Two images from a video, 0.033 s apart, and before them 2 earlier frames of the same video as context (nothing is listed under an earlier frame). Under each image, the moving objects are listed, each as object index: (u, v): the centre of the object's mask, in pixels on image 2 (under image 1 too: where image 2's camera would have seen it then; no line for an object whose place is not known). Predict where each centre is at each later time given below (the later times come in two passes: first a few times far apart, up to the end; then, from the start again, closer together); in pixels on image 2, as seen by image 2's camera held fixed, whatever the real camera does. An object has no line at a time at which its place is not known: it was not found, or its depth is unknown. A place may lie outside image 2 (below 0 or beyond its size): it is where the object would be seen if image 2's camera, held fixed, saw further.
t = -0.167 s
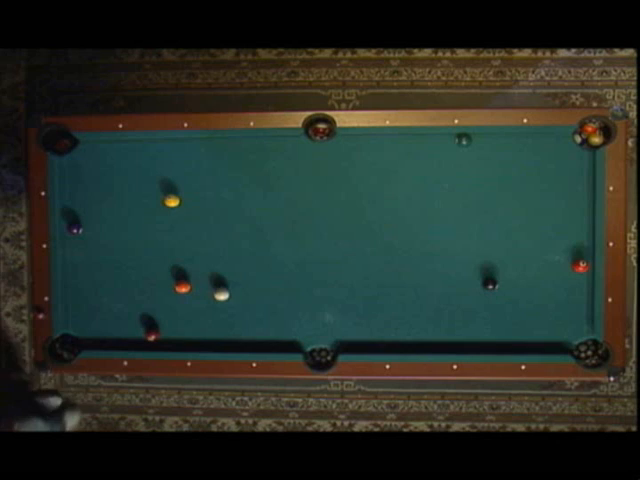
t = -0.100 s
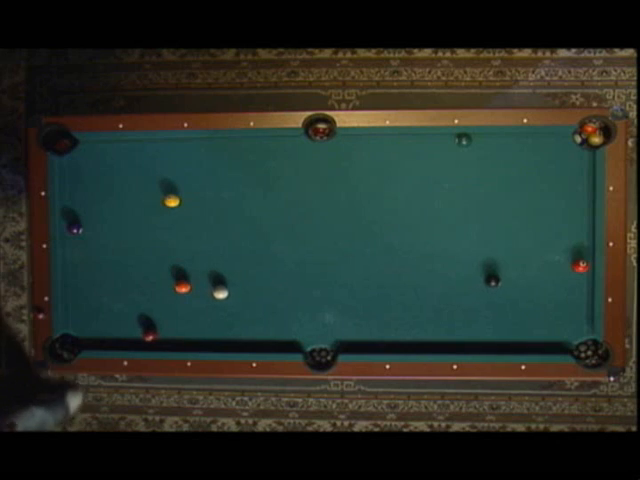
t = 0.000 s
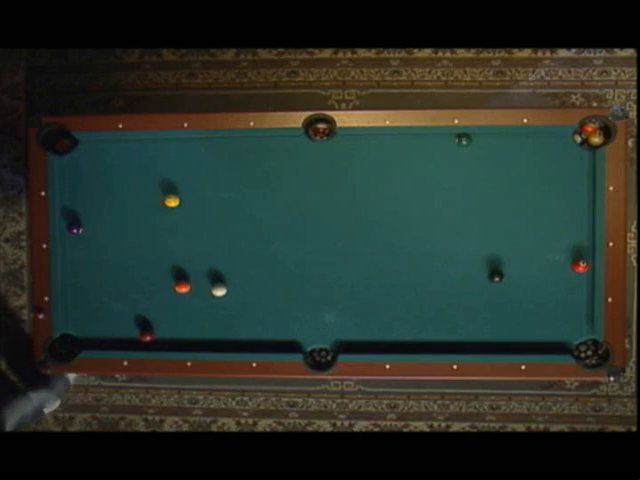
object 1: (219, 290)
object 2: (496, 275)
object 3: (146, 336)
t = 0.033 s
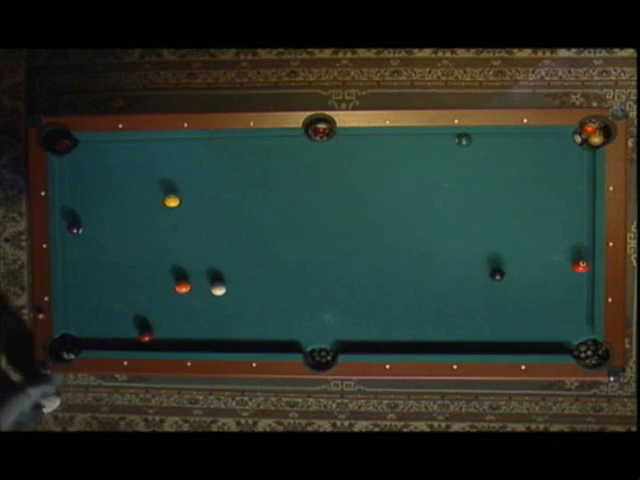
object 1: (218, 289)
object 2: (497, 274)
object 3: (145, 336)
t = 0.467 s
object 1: (211, 280)
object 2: (509, 255)
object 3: (133, 340)
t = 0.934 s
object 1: (205, 275)
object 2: (517, 237)
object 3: (123, 345)
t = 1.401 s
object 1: (200, 272)
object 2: (521, 220)
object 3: (115, 344)
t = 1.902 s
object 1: (199, 272)
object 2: (522, 206)
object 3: (113, 345)
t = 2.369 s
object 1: (199, 272)
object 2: (520, 194)
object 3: (113, 346)
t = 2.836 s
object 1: (200, 272)
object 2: (516, 185)
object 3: (113, 345)
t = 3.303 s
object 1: (199, 272)
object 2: (513, 178)
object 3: (112, 345)
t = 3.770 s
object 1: (199, 272)
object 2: (510, 172)
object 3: (113, 345)
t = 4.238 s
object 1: (199, 272)
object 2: (508, 169)
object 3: (113, 344)
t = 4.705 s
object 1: (199, 272)
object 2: (508, 168)
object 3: (113, 344)
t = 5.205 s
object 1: (199, 272)
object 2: (507, 168)
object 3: (113, 344)
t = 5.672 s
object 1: (199, 272)
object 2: (507, 168)
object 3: (113, 344)
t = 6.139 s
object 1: (199, 272)
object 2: (507, 168)
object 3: (113, 345)
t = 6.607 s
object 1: (199, 272)
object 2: (507, 168)
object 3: (113, 344)
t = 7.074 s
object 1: (199, 272)
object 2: (507, 168)
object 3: (113, 344)
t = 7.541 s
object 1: (199, 272)
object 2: (507, 168)
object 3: (113, 344)
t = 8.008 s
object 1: (200, 272)
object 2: (507, 168)
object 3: (113, 345)
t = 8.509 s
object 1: (200, 272)
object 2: (507, 168)
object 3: (113, 345)
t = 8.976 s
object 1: (199, 272)
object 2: (507, 168)
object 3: (113, 345)
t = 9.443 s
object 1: (200, 272)
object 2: (507, 168)
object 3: (113, 345)
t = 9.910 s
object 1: (200, 272)
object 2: (507, 168)
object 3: (113, 345)
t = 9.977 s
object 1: (200, 272)
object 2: (507, 168)
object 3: (113, 345)
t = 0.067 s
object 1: (218, 288)
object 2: (498, 272)
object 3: (144, 336)
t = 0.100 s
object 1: (217, 287)
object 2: (499, 271)
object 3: (143, 336)
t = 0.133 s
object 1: (217, 287)
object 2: (500, 269)
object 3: (142, 336)
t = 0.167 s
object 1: (216, 286)
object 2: (501, 268)
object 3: (141, 337)
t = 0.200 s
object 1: (216, 285)
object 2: (502, 267)
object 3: (140, 337)
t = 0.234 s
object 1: (215, 284)
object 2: (503, 265)
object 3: (139, 337)
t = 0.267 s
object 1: (215, 284)
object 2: (504, 264)
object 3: (138, 337)
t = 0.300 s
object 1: (214, 283)
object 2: (505, 262)
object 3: (137, 338)
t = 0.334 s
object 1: (214, 283)
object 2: (506, 261)
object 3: (137, 339)
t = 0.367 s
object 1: (213, 282)
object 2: (507, 259)
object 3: (135, 339)
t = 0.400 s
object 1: (213, 281)
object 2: (508, 258)
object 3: (134, 340)
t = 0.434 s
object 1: (212, 281)
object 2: (508, 256)
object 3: (133, 340)
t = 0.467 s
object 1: (211, 280)
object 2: (509, 255)
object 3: (133, 340)
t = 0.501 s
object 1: (211, 280)
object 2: (510, 254)
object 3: (132, 341)
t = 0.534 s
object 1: (210, 279)
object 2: (511, 252)
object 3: (131, 341)
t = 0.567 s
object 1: (210, 279)
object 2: (511, 251)
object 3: (130, 342)
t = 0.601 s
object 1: (210, 278)
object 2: (512, 249)
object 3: (129, 342)
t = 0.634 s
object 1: (209, 278)
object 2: (513, 248)
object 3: (129, 343)
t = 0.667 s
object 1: (209, 278)
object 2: (513, 247)
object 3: (128, 343)
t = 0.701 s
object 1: (208, 277)
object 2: (513, 246)
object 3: (127, 343)
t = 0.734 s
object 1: (208, 277)
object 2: (514, 244)
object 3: (127, 343)
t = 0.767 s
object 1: (207, 277)
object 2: (515, 243)
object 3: (126, 344)
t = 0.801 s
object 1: (207, 276)
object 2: (515, 241)
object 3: (125, 344)
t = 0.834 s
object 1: (206, 276)
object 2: (516, 240)
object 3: (125, 344)
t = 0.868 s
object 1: (206, 276)
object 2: (516, 239)
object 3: (124, 345)
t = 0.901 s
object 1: (205, 275)
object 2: (517, 238)
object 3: (123, 345)
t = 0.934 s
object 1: (205, 275)
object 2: (517, 237)
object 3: (123, 345)
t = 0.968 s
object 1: (205, 274)
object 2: (518, 235)
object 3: (122, 345)
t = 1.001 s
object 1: (204, 274)
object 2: (518, 234)
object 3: (122, 345)
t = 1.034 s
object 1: (204, 274)
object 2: (518, 233)
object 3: (120, 344)
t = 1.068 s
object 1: (203, 274)
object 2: (519, 232)
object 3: (120, 344)
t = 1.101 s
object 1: (203, 273)
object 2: (519, 231)
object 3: (120, 344)
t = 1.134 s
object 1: (203, 273)
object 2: (519, 229)
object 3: (119, 344)
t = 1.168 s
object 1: (202, 273)
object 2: (520, 228)
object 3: (119, 344)
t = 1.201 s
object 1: (202, 273)
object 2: (520, 227)
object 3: (119, 345)
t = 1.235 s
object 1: (202, 273)
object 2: (520, 226)
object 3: (118, 344)
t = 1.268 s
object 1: (201, 272)
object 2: (521, 225)
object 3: (117, 344)
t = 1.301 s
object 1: (201, 272)
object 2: (521, 224)
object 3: (117, 344)
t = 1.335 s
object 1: (201, 272)
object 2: (521, 223)
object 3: (116, 344)
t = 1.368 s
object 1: (201, 272)
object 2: (521, 221)
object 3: (116, 344)
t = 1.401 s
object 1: (200, 272)
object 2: (521, 220)
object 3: (115, 344)
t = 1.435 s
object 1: (200, 272)
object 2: (521, 219)
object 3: (115, 344)
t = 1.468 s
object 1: (200, 272)
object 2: (522, 218)
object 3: (115, 344)
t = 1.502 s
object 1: (200, 272)
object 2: (522, 217)
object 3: (115, 344)
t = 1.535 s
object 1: (200, 272)
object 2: (522, 216)
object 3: (114, 344)
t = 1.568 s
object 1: (200, 272)
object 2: (522, 215)
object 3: (114, 344)
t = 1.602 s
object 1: (200, 271)
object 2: (522, 214)
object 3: (114, 344)
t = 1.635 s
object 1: (200, 271)
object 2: (522, 213)
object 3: (113, 344)
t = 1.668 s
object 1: (199, 272)
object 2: (522, 212)
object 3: (113, 344)
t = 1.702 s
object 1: (199, 272)
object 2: (522, 211)
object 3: (113, 344)
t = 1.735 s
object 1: (199, 272)
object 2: (522, 210)
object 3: (113, 345)
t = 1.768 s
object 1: (199, 272)
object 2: (522, 209)
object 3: (113, 345)
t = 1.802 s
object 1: (199, 272)
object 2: (522, 208)
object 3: (113, 345)
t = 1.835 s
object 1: (199, 272)
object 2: (522, 207)
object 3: (113, 345)
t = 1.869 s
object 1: (199, 272)
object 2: (522, 207)
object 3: (113, 345)
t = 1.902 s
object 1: (199, 272)
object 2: (522, 206)
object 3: (113, 345)
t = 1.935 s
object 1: (199, 272)
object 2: (522, 205)
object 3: (113, 345)
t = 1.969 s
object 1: (199, 272)
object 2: (522, 204)
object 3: (113, 346)
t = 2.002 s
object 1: (199, 272)
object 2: (522, 203)
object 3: (113, 346)
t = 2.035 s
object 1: (199, 272)
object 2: (522, 202)
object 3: (112, 345)
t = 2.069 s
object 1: (199, 272)
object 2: (522, 201)
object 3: (112, 345)
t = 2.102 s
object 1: (199, 272)
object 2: (522, 200)
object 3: (112, 346)
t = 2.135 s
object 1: (199, 272)
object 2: (522, 199)
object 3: (112, 346)
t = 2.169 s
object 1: (199, 272)
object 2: (521, 199)
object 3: (113, 346)
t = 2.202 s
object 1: (199, 272)
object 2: (521, 198)
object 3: (113, 345)
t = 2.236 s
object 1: (199, 272)
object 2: (521, 197)
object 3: (113, 346)
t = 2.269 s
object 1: (199, 272)
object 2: (521, 196)
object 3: (113, 346)
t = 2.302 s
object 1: (200, 272)
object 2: (521, 195)
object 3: (113, 346)
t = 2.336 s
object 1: (199, 272)
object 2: (520, 195)
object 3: (113, 346)
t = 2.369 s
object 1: (199, 272)
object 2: (520, 194)
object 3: (113, 346)
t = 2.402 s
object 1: (199, 272)
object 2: (520, 193)
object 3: (112, 345)
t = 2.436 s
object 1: (199, 272)
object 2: (520, 193)
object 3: (112, 345)
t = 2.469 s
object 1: (199, 272)
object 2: (520, 192)
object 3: (112, 345)
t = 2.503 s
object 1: (199, 272)
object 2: (519, 191)
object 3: (113, 346)
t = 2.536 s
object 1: (199, 272)
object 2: (519, 190)
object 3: (113, 346)
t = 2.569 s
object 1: (199, 272)
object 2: (519, 190)
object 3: (113, 346)
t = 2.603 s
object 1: (199, 272)
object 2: (518, 189)
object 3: (113, 345)
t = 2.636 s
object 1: (199, 272)
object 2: (518, 189)
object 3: (113, 346)
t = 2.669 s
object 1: (200, 272)
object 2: (518, 188)
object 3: (113, 346)
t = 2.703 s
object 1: (200, 272)
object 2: (518, 187)
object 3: (113, 346)
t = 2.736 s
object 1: (199, 272)
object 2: (517, 187)
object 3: (113, 346)
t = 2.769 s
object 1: (200, 272)
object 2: (517, 186)
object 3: (113, 346)
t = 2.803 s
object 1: (200, 272)
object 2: (517, 185)
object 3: (114, 345)
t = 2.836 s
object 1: (200, 272)
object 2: (516, 185)
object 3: (113, 345)
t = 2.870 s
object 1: (200, 272)
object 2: (517, 184)
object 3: (113, 345)
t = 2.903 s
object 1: (200, 272)
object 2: (516, 184)
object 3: (113, 345)
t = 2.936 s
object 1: (200, 272)
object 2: (516, 183)
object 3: (113, 345)
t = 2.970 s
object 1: (200, 272)
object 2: (516, 183)
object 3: (113, 345)
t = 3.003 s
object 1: (200, 272)
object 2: (516, 182)
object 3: (113, 345)
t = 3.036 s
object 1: (199, 272)
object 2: (515, 182)
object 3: (113, 345)
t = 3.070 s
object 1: (200, 272)
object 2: (515, 181)
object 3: (112, 345)
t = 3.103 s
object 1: (199, 272)
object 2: (515, 180)
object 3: (112, 345)
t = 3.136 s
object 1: (199, 272)
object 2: (515, 180)
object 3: (112, 345)
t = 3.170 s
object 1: (199, 272)
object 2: (514, 180)
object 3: (112, 345)
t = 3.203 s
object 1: (199, 272)
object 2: (514, 179)
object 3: (112, 345)
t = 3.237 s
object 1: (199, 272)
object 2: (514, 179)
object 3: (112, 345)
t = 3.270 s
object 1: (199, 272)
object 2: (514, 178)
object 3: (112, 345)
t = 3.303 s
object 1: (199, 272)
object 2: (513, 178)
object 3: (112, 345)
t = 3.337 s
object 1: (199, 272)
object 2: (513, 177)
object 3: (112, 345)
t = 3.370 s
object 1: (199, 272)
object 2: (513, 177)
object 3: (112, 345)
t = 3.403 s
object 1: (199, 272)
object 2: (513, 176)
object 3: (112, 345)
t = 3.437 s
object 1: (199, 272)
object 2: (513, 176)
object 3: (113, 345)
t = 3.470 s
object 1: (199, 272)
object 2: (512, 176)
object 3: (113, 345)
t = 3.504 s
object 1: (199, 272)
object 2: (512, 175)
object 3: (113, 345)
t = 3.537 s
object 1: (199, 272)
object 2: (512, 175)
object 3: (113, 345)
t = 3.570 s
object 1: (199, 272)
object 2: (512, 174)
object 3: (113, 345)
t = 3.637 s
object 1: (199, 272)
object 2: (511, 174)
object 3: (113, 345)
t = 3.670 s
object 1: (199, 272)
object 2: (511, 173)
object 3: (113, 345)
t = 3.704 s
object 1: (199, 272)
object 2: (511, 173)
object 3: (113, 345)
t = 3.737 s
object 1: (199, 272)
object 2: (511, 173)
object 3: (113, 345)
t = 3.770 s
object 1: (199, 272)
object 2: (510, 172)
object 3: (113, 345)
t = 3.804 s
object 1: (199, 272)
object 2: (510, 172)
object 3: (113, 345)
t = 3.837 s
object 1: (199, 272)
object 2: (510, 172)
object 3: (113, 345)
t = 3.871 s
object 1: (199, 272)
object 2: (510, 171)
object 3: (113, 345)
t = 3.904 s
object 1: (199, 272)
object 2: (510, 171)
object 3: (113, 345)
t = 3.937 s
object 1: (199, 272)
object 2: (509, 171)
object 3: (113, 345)
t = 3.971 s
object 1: (199, 272)
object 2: (509, 171)
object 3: (113, 345)
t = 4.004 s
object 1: (199, 272)
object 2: (509, 170)
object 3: (113, 345)
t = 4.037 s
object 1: (199, 272)
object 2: (509, 170)
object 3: (113, 345)
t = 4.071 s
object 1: (199, 272)
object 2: (509, 170)
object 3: (113, 345)
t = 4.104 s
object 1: (199, 272)
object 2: (509, 170)
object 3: (113, 345)
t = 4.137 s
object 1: (199, 272)
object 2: (509, 169)
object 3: (113, 345)
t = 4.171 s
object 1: (199, 272)
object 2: (509, 169)
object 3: (113, 345)
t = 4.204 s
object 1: (199, 272)
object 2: (509, 169)
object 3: (113, 345)
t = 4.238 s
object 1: (199, 272)
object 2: (508, 169)
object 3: (113, 344)
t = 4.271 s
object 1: (199, 272)
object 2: (508, 169)
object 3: (113, 344)
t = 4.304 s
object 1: (199, 272)
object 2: (508, 169)
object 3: (113, 344)
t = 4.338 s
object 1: (199, 272)
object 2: (508, 169)
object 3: (113, 344)
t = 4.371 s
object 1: (199, 272)
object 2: (508, 169)
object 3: (113, 344)
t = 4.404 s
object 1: (199, 272)
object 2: (508, 169)
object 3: (113, 344)
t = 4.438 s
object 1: (199, 272)
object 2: (508, 168)
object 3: (113, 344)
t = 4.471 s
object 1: (199, 272)
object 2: (508, 168)
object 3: (113, 344)
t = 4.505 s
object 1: (199, 272)
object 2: (508, 168)
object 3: (113, 344)
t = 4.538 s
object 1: (199, 272)
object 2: (508, 169)
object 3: (113, 344)
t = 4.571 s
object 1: (199, 272)
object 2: (508, 168)
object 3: (113, 344)
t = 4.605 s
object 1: (199, 272)
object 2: (508, 168)
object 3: (113, 344)
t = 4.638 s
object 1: (199, 272)
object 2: (508, 168)
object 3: (113, 344)
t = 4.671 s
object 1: (199, 272)
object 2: (508, 168)
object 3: (113, 344)
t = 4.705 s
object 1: (199, 272)
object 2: (508, 168)
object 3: (113, 344)
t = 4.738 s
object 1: (199, 272)
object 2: (508, 168)
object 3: (113, 344)
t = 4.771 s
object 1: (199, 272)
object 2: (508, 168)
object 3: (113, 344)
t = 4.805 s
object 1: (199, 272)
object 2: (508, 168)
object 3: (113, 344)
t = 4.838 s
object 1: (199, 272)
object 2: (507, 168)
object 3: (113, 344)
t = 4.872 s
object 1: (199, 272)
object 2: (507, 168)
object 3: (113, 344)
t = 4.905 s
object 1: (199, 272)
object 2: (507, 168)
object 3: (113, 344)
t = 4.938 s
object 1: (199, 272)
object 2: (507, 168)
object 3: (113, 344)
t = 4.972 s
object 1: (199, 272)
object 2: (507, 168)
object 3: (113, 344)
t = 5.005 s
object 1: (199, 272)
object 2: (507, 168)
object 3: (113, 344)
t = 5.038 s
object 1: (199, 272)
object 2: (507, 168)
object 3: (112, 344)
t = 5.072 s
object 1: (199, 272)
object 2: (507, 168)
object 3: (113, 344)
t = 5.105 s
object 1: (199, 272)
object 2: (507, 168)
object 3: (113, 344)
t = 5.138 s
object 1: (199, 272)
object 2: (507, 168)
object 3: (113, 344)
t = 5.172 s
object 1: (199, 272)
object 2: (507, 168)
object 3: (113, 344)
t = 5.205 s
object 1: (199, 272)
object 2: (507, 168)
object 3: (113, 344)
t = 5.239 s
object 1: (199, 272)
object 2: (507, 168)
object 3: (113, 344)
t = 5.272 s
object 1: (199, 272)
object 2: (507, 168)
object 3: (113, 344)
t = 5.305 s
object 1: (199, 272)
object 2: (507, 168)
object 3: (113, 344)
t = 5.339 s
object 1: (199, 272)
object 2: (507, 168)
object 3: (113, 344)
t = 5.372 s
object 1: (199, 272)
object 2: (507, 168)
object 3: (113, 345)
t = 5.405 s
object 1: (199, 272)
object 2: (507, 168)
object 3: (113, 345)
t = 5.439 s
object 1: (199, 272)
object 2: (507, 168)
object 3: (113, 345)
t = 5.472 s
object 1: (199, 272)
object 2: (507, 168)
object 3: (113, 345)
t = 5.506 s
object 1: (199, 272)
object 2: (507, 168)
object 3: (113, 345)
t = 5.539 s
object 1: (199, 272)
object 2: (507, 168)
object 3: (113, 345)
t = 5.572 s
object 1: (199, 272)
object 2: (507, 168)
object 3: (113, 345)
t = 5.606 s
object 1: (199, 272)
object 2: (507, 168)
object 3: (113, 345)
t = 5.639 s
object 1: (199, 272)
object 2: (507, 168)
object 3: (113, 345)
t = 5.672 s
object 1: (199, 272)
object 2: (507, 168)
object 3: (113, 344)
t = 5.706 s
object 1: (199, 272)
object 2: (507, 168)
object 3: (113, 345)
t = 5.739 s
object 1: (199, 272)
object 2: (507, 168)
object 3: (113, 345)
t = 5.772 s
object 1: (199, 272)
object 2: (507, 168)
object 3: (113, 345)
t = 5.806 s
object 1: (199, 272)
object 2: (507, 168)
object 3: (113, 345)
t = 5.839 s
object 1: (199, 272)
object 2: (507, 168)
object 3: (113, 345)
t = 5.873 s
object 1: (199, 272)
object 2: (507, 168)
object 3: (113, 345)
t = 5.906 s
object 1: (199, 272)
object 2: (507, 168)
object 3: (113, 345)
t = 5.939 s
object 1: (199, 272)
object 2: (507, 168)
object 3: (113, 345)
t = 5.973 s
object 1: (199, 272)
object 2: (507, 168)
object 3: (113, 345)
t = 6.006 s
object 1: (199, 272)
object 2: (507, 168)
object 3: (113, 345)
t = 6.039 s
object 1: (199, 272)
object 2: (507, 168)
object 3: (113, 344)
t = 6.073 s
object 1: (199, 272)
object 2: (507, 168)
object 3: (113, 345)
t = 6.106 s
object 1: (199, 272)
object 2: (507, 167)
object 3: (113, 345)
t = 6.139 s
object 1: (199, 272)
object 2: (507, 168)
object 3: (113, 345)
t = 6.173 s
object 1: (199, 272)
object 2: (507, 168)
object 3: (113, 345)
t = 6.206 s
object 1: (199, 272)
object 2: (507, 168)
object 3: (113, 345)
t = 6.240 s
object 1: (200, 272)
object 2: (507, 168)
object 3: (113, 345)
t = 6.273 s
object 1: (200, 272)
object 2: (507, 168)
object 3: (113, 345)
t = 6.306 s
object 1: (200, 272)
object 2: (507, 168)
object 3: (113, 345)
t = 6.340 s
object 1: (199, 272)
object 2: (507, 168)
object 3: (113, 345)
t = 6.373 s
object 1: (199, 272)
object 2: (507, 168)
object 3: (113, 345)
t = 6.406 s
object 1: (200, 272)
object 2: (507, 168)
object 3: (113, 344)
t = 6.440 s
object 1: (199, 272)
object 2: (507, 168)
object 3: (113, 344)
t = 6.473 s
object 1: (199, 272)
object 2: (507, 168)
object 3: (113, 344)
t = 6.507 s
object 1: (199, 272)
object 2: (507, 168)
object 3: (113, 345)
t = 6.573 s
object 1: (199, 272)
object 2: (507, 168)
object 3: (113, 344)
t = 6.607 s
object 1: (199, 272)
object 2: (507, 168)
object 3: (113, 344)
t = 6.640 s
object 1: (199, 272)
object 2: (507, 168)
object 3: (113, 344)
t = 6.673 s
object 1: (199, 272)
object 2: (507, 168)
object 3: (113, 344)
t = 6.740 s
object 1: (199, 272)
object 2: (507, 168)
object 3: (113, 344)
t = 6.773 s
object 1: (199, 272)
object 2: (507, 168)
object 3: (113, 344)
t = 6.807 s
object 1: (199, 272)
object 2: (507, 168)
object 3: (113, 344)
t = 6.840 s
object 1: (199, 272)
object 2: (507, 168)
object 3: (113, 344)
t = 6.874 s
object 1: (199, 272)
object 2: (507, 168)
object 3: (113, 344)
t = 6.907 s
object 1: (199, 272)
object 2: (507, 168)
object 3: (113, 344)
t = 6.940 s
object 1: (199, 272)
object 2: (507, 168)
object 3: (113, 344)
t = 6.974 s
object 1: (199, 272)
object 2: (507, 168)
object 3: (113, 344)
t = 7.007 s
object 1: (199, 272)
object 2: (507, 168)
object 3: (113, 344)
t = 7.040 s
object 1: (199, 272)
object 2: (507, 168)
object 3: (113, 344)
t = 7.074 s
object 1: (199, 272)
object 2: (507, 168)
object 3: (113, 344)
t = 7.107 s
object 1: (199, 272)
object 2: (507, 168)
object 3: (113, 344)
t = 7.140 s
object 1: (199, 272)
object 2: (507, 168)
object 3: (113, 344)
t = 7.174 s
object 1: (199, 272)
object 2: (507, 168)
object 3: (113, 344)
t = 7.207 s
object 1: (199, 272)
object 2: (507, 168)
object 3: (113, 344)
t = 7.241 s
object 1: (199, 272)
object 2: (507, 168)
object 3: (113, 344)
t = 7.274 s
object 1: (199, 272)
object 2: (507, 168)
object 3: (113, 344)
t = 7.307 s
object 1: (199, 272)
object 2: (507, 168)
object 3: (113, 344)
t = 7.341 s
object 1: (199, 272)
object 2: (507, 168)
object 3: (113, 344)
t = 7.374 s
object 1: (199, 272)
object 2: (507, 168)
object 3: (113, 344)
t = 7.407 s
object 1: (199, 272)
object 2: (507, 168)
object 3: (113, 344)
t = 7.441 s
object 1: (199, 272)
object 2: (507, 168)
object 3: (113, 344)
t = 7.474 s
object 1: (200, 272)
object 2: (507, 168)
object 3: (113, 344)
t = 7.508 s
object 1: (199, 272)
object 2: (507, 168)
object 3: (113, 344)
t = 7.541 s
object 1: (199, 272)
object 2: (507, 168)
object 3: (113, 344)
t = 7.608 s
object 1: (200, 272)
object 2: (507, 168)
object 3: (113, 344)
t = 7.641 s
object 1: (199, 272)
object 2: (507, 168)
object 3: (113, 344)
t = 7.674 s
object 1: (199, 272)
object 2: (507, 168)
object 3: (113, 344)
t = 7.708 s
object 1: (199, 272)
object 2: (507, 168)
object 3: (113, 344)
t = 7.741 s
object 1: (200, 272)
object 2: (507, 168)
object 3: (113, 344)
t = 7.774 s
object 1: (200, 272)
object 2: (507, 168)
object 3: (113, 344)
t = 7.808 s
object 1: (200, 272)
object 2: (507, 168)
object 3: (113, 344)
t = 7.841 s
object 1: (199, 272)
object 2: (507, 168)
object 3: (113, 344)
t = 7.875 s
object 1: (200, 272)
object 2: (507, 168)
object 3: (113, 344)
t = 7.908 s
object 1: (200, 272)
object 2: (507, 168)
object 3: (113, 345)
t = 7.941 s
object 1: (200, 272)
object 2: (507, 168)
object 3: (113, 344)
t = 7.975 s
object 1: (200, 272)
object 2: (507, 168)
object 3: (113, 344)
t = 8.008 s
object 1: (200, 272)
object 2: (507, 168)
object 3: (113, 345)
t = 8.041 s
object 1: (200, 272)
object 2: (507, 168)
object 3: (113, 345)
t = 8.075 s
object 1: (200, 272)
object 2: (507, 168)
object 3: (113, 345)
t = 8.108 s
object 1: (200, 272)
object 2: (507, 168)
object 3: (113, 345)
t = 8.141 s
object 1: (200, 272)
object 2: (507, 168)
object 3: (113, 345)
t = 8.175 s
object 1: (200, 272)
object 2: (507, 168)
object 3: (113, 345)
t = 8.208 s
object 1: (200, 272)
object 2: (507, 168)
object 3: (113, 345)
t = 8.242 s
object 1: (200, 272)
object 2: (507, 168)
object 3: (113, 345)
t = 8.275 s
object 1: (200, 272)
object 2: (507, 168)
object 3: (113, 345)
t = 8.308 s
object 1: (200, 272)
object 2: (507, 168)
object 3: (113, 345)
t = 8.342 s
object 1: (199, 272)
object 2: (507, 168)
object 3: (113, 345)
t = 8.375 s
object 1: (200, 272)
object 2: (507, 168)
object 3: (113, 345)
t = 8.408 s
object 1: (200, 272)
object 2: (507, 168)
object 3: (113, 345)
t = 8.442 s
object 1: (200, 272)
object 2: (507, 168)
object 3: (113, 345)
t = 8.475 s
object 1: (200, 272)
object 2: (507, 168)
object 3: (113, 345)
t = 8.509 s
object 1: (200, 272)
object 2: (507, 168)
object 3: (113, 345)
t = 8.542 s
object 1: (200, 272)
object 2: (507, 168)
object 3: (113, 345)
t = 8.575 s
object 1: (199, 272)
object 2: (507, 168)
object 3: (113, 345)
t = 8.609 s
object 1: (199, 272)
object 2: (507, 168)
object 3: (113, 345)
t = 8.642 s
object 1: (199, 272)
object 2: (507, 168)
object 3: (113, 345)
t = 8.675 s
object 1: (200, 272)
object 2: (507, 168)
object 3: (113, 345)
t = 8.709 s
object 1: (199, 272)
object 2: (507, 168)
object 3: (113, 345)
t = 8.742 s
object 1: (200, 272)
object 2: (507, 168)
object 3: (113, 345)
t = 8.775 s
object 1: (200, 272)
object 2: (507, 168)
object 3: (113, 345)
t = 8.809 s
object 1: (200, 272)
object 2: (507, 168)
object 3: (113, 345)
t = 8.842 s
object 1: (200, 272)
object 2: (507, 168)
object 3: (113, 345)
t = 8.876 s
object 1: (199, 272)
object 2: (507, 168)
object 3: (113, 345)
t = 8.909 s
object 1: (199, 272)
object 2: (507, 168)
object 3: (113, 345)
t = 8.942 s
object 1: (199, 272)
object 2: (507, 168)
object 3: (113, 345)
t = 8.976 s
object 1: (199, 272)
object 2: (507, 168)
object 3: (113, 345)
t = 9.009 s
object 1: (199, 272)
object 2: (507, 168)
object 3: (113, 345)
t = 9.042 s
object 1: (199, 272)
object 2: (507, 168)
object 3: (113, 345)
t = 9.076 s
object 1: (200, 272)
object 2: (507, 168)
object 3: (113, 345)
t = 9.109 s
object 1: (199, 272)
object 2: (507, 168)
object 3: (113, 345)
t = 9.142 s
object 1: (199, 272)
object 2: (507, 168)
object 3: (113, 345)
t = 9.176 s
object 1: (200, 272)
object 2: (507, 168)
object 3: (113, 345)
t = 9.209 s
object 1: (200, 272)
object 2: (507, 168)
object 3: (113, 345)
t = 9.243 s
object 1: (200, 272)
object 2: (507, 168)
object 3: (113, 345)
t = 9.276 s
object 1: (200, 272)
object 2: (507, 168)
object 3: (113, 345)
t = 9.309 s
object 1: (200, 272)
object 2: (507, 168)
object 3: (113, 345)
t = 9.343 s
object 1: (200, 272)
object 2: (507, 168)
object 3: (113, 345)
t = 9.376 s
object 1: (200, 272)
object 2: (507, 168)
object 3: (113, 345)
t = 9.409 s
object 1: (200, 272)
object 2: (507, 168)
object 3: (113, 345)
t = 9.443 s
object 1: (200, 272)
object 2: (507, 168)
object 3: (113, 345)
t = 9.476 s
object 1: (200, 272)
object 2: (507, 168)
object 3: (113, 345)
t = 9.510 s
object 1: (200, 272)
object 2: (507, 168)
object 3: (113, 345)
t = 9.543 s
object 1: (200, 272)
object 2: (507, 168)
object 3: (113, 345)
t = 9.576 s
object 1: (200, 272)
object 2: (507, 168)
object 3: (113, 345)
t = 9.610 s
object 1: (200, 272)
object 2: (507, 168)
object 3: (112, 345)
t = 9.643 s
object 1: (200, 272)
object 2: (507, 168)
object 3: (112, 345)
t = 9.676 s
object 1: (200, 272)
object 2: (507, 168)
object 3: (112, 345)
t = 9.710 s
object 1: (200, 272)
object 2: (507, 168)
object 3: (112, 345)
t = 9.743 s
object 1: (200, 272)
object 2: (507, 168)
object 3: (113, 345)
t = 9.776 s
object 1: (200, 272)
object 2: (507, 168)
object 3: (112, 345)
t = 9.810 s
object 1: (200, 272)
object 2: (507, 168)
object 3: (112, 345)
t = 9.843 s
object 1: (200, 272)
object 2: (507, 168)
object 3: (112, 345)
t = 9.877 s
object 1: (200, 272)
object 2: (507, 168)
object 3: (112, 345)
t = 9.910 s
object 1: (200, 272)
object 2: (507, 168)
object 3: (113, 345)
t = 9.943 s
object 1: (200, 272)
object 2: (507, 168)
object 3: (113, 345)
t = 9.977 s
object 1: (200, 272)
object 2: (507, 168)
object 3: (113, 345)
